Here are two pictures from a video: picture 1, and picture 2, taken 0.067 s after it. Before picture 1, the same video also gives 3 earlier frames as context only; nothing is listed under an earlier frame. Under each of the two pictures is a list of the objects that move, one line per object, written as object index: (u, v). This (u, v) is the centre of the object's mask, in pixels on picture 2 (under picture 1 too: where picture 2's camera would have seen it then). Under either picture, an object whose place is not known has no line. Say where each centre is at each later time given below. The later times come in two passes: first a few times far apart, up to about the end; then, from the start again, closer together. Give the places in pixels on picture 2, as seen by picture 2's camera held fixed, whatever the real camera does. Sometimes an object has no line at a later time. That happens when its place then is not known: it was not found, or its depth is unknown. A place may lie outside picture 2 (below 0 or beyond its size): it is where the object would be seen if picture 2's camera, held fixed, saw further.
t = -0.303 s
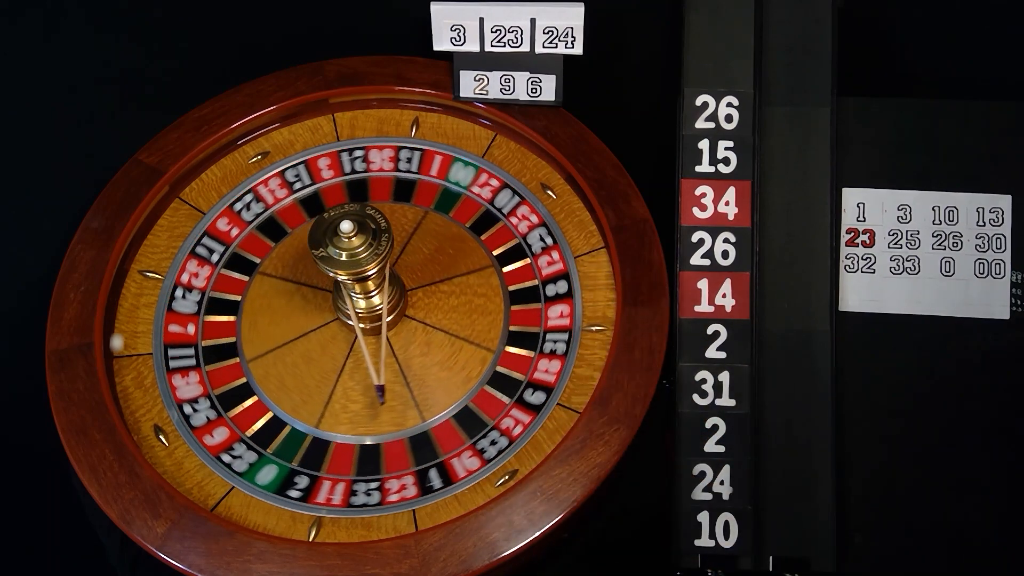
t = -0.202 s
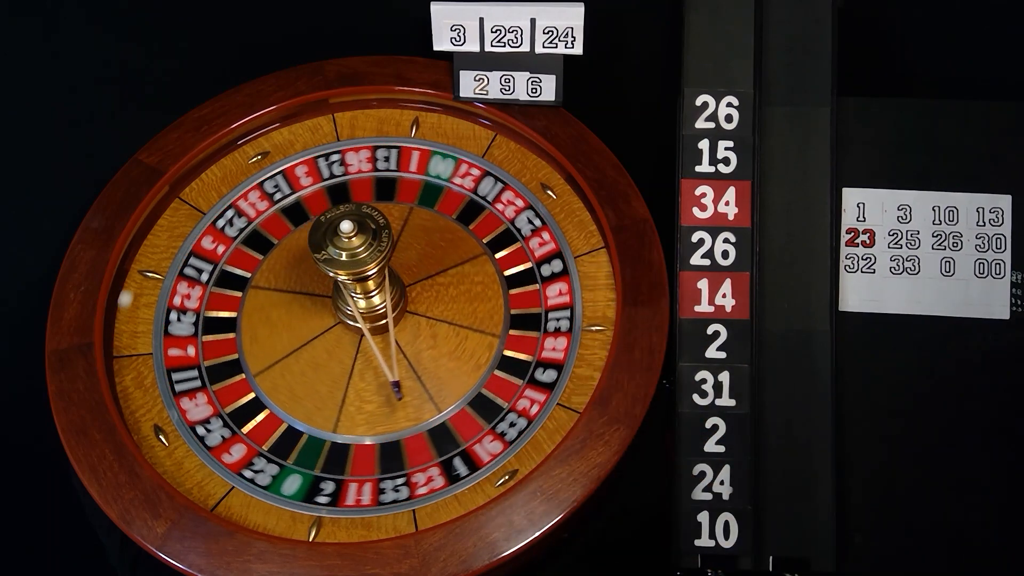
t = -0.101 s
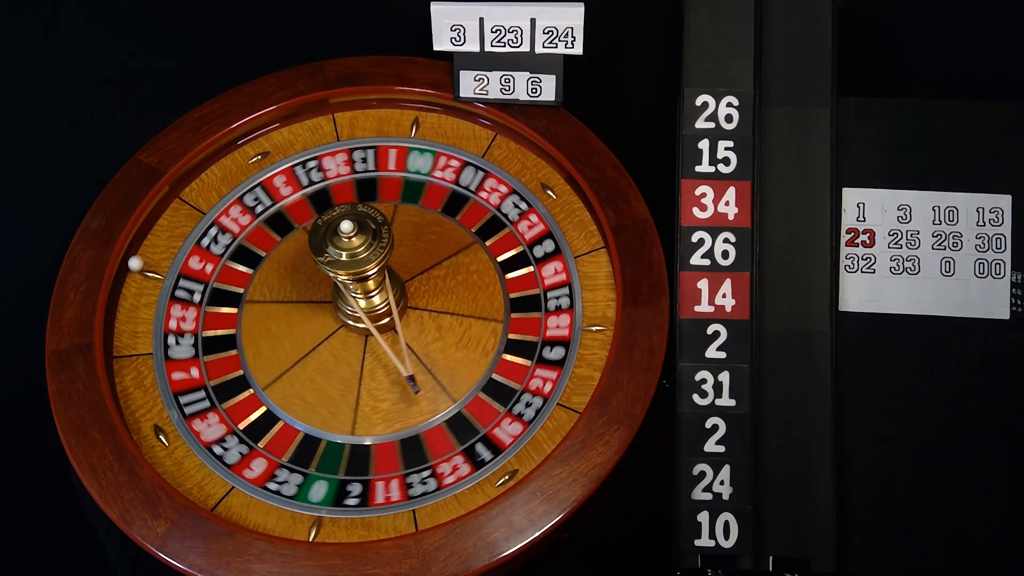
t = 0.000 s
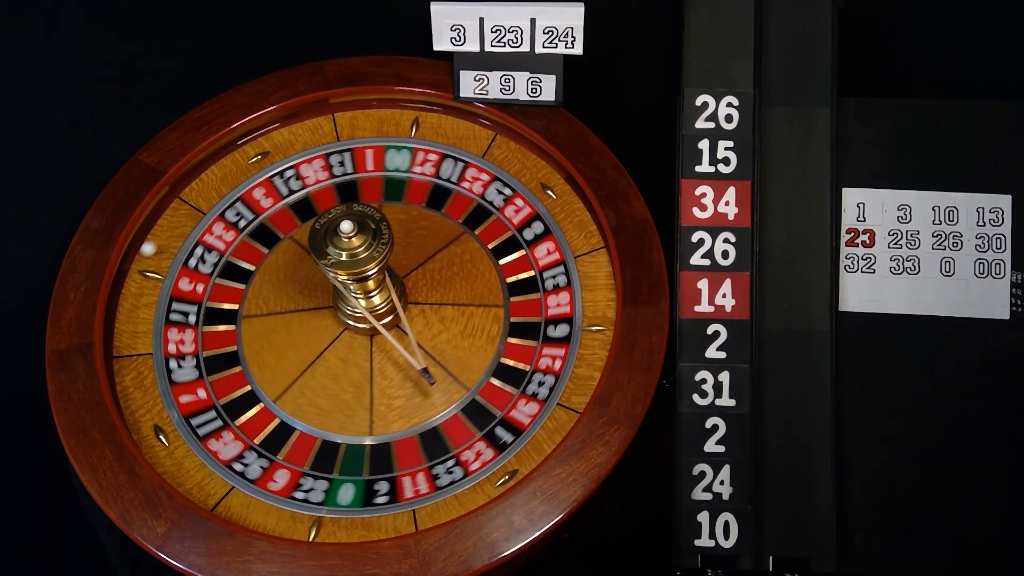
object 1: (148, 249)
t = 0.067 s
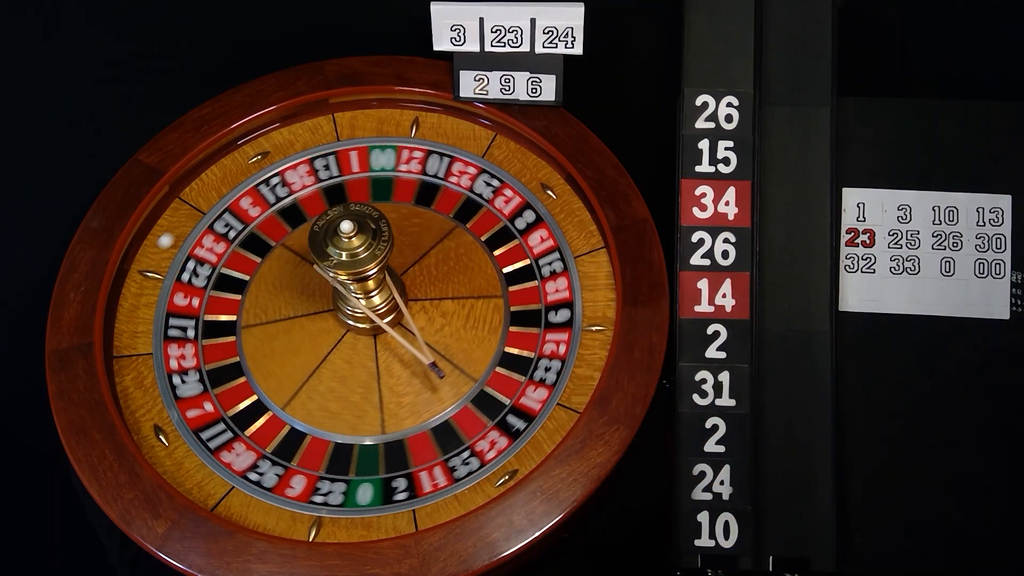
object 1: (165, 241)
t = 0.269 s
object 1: (244, 222)
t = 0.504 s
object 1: (340, 203)
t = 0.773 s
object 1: (369, 163)
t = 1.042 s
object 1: (335, 184)
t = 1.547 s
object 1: (364, 200)
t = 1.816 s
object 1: (363, 185)
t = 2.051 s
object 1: (316, 203)
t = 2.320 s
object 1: (266, 220)
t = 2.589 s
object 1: (234, 255)
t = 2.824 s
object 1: (213, 294)
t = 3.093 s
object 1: (207, 346)
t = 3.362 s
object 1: (222, 396)
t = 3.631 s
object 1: (258, 437)
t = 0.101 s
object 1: (174, 234)
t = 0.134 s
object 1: (186, 231)
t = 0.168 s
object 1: (198, 227)
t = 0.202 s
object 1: (210, 224)
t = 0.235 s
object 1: (227, 224)
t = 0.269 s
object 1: (244, 222)
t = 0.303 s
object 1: (261, 227)
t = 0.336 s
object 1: (276, 226)
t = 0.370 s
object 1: (291, 225)
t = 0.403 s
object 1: (304, 221)
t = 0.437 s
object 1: (313, 217)
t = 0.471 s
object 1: (324, 210)
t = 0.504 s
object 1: (340, 203)
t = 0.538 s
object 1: (352, 200)
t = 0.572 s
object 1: (363, 197)
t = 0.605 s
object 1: (367, 189)
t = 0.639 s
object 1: (372, 182)
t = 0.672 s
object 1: (377, 178)
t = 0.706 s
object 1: (384, 179)
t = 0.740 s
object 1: (378, 171)
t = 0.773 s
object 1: (369, 163)
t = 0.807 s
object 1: (361, 159)
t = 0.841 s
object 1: (355, 160)
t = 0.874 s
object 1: (349, 163)
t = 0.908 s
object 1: (343, 162)
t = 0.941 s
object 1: (338, 165)
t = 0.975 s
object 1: (335, 172)
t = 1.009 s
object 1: (334, 184)
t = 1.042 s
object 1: (335, 184)
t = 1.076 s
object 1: (337, 187)
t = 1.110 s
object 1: (341, 193)
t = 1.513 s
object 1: (363, 201)
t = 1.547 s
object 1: (364, 200)
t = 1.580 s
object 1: (364, 198)
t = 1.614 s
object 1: (365, 196)
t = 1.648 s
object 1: (366, 192)
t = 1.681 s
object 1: (367, 187)
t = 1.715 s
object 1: (365, 182)
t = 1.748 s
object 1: (364, 179)
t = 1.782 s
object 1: (363, 181)
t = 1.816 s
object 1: (363, 185)
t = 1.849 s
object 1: (358, 189)
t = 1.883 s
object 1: (351, 195)
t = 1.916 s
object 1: (345, 198)
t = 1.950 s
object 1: (337, 200)
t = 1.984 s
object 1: (330, 201)
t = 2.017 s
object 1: (323, 202)
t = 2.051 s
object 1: (316, 203)
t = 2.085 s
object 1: (309, 205)
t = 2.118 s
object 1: (302, 206)
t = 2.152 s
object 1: (295, 207)
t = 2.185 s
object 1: (288, 209)
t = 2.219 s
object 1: (282, 210)
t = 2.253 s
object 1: (275, 212)
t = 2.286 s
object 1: (271, 216)
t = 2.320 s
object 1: (266, 220)
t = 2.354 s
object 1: (261, 224)
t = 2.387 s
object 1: (257, 228)
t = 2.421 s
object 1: (252, 232)
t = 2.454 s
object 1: (248, 236)
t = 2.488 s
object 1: (244, 241)
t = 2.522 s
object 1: (241, 246)
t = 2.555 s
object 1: (237, 250)
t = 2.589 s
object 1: (234, 255)
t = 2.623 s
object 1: (230, 260)
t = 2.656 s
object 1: (227, 265)
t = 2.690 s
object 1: (224, 270)
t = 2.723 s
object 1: (220, 276)
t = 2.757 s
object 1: (218, 282)
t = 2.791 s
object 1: (215, 288)
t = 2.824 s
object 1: (213, 294)
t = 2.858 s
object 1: (211, 301)
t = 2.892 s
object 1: (210, 307)
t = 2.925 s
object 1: (208, 313)
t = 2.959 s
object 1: (208, 320)
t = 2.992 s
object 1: (207, 326)
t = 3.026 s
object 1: (207, 333)
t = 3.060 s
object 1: (206, 340)
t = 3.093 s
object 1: (207, 346)
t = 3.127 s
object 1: (207, 353)
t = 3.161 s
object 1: (209, 359)
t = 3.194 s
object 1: (210, 365)
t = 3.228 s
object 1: (212, 372)
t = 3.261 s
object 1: (214, 378)
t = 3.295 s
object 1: (216, 384)
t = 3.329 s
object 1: (219, 390)
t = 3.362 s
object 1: (222, 396)
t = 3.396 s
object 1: (225, 402)
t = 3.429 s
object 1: (229, 407)
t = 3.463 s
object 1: (233, 413)
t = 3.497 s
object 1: (237, 418)
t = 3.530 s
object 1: (242, 423)
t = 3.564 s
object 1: (247, 428)
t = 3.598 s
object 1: (252, 433)
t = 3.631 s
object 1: (258, 437)
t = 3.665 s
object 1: (264, 441)
